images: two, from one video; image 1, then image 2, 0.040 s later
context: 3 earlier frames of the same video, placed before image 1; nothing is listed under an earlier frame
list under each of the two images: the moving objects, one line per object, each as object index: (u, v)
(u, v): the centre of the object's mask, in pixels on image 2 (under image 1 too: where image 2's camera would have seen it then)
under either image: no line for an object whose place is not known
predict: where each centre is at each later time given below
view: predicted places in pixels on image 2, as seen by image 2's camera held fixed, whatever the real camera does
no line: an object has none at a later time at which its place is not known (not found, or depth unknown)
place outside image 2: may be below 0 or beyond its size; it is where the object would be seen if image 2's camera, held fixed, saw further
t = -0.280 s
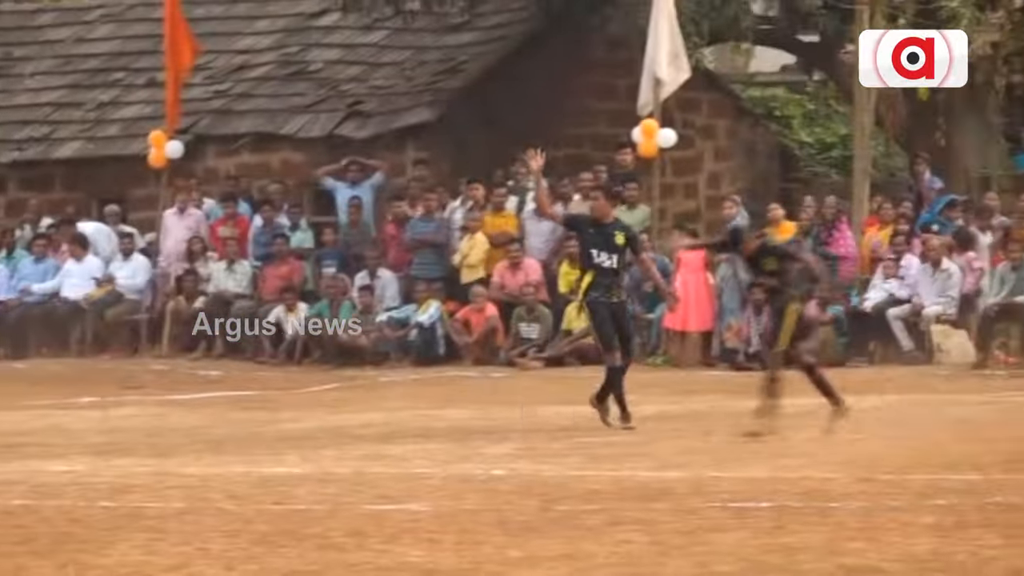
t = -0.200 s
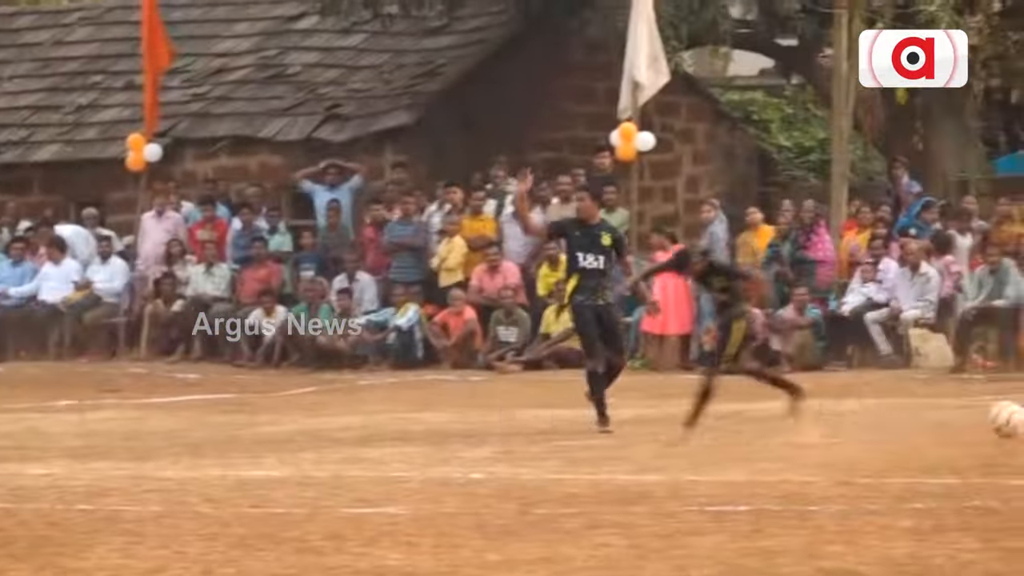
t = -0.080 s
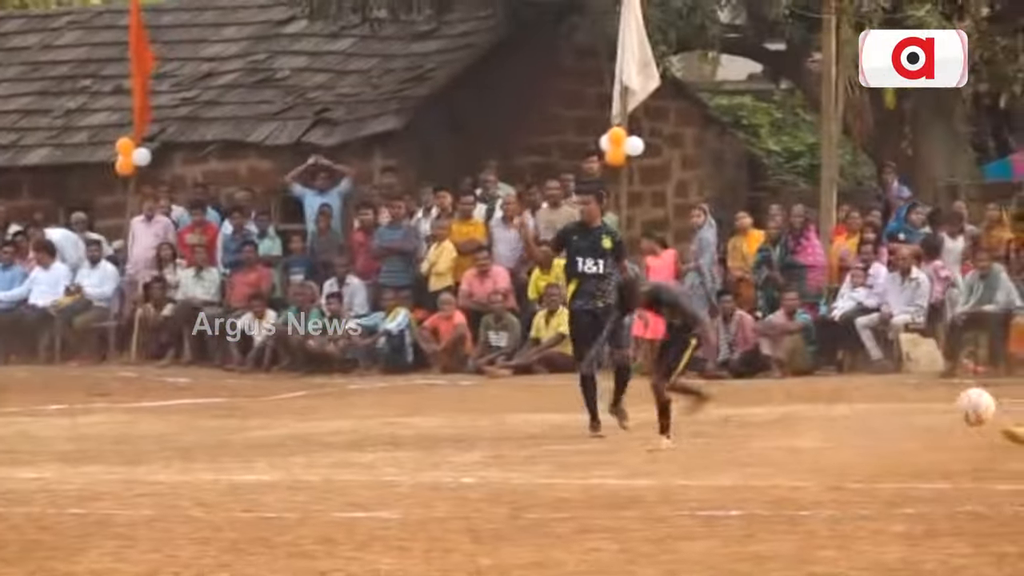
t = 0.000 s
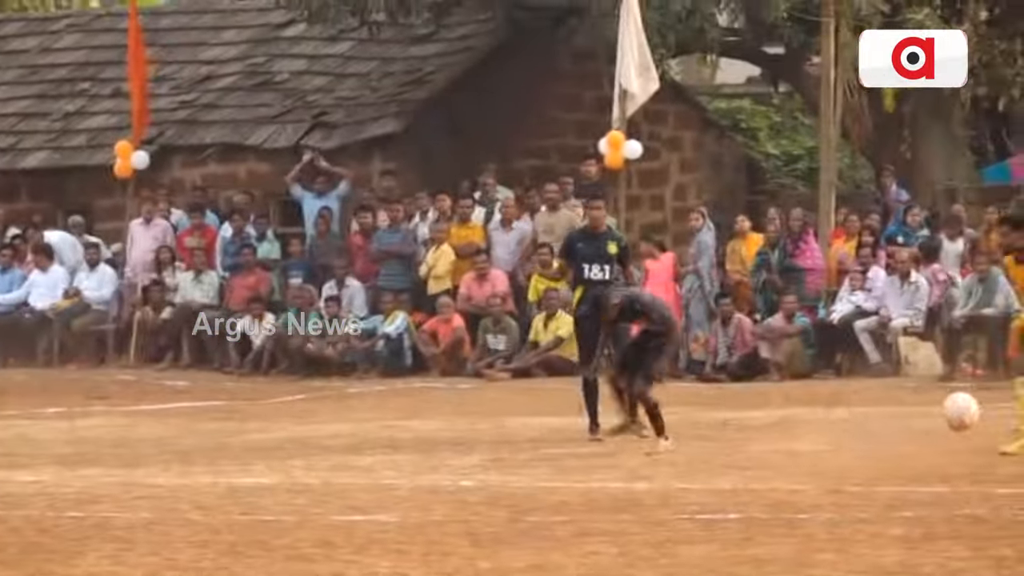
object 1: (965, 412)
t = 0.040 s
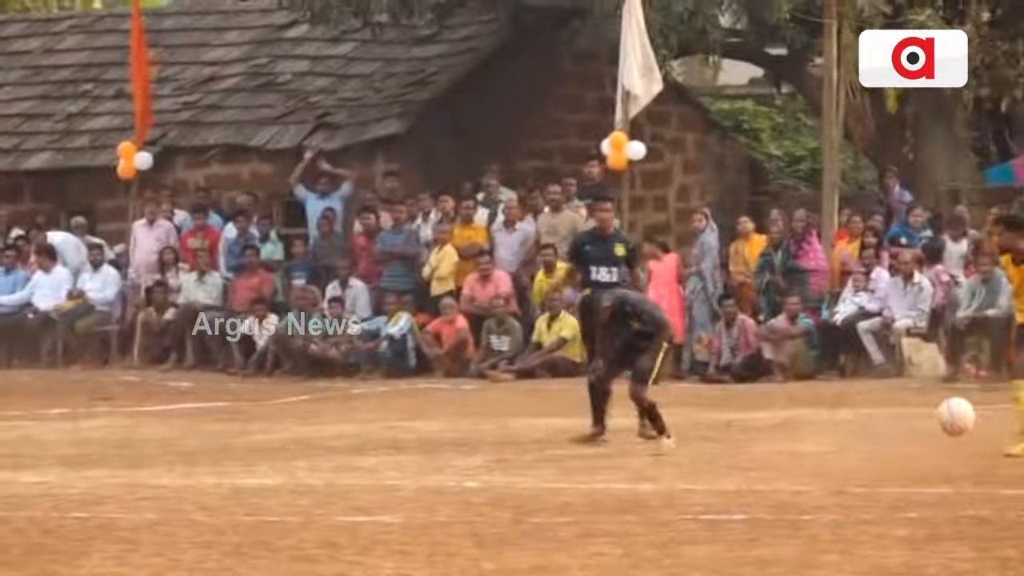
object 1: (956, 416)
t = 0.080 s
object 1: (950, 424)
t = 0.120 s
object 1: (943, 435)
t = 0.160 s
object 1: (934, 448)
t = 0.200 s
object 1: (928, 461)
